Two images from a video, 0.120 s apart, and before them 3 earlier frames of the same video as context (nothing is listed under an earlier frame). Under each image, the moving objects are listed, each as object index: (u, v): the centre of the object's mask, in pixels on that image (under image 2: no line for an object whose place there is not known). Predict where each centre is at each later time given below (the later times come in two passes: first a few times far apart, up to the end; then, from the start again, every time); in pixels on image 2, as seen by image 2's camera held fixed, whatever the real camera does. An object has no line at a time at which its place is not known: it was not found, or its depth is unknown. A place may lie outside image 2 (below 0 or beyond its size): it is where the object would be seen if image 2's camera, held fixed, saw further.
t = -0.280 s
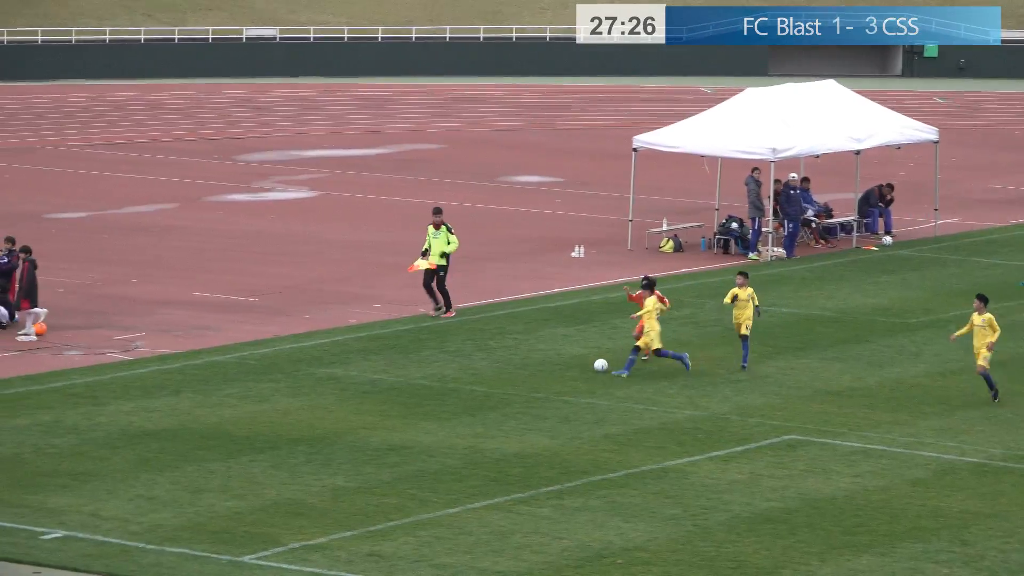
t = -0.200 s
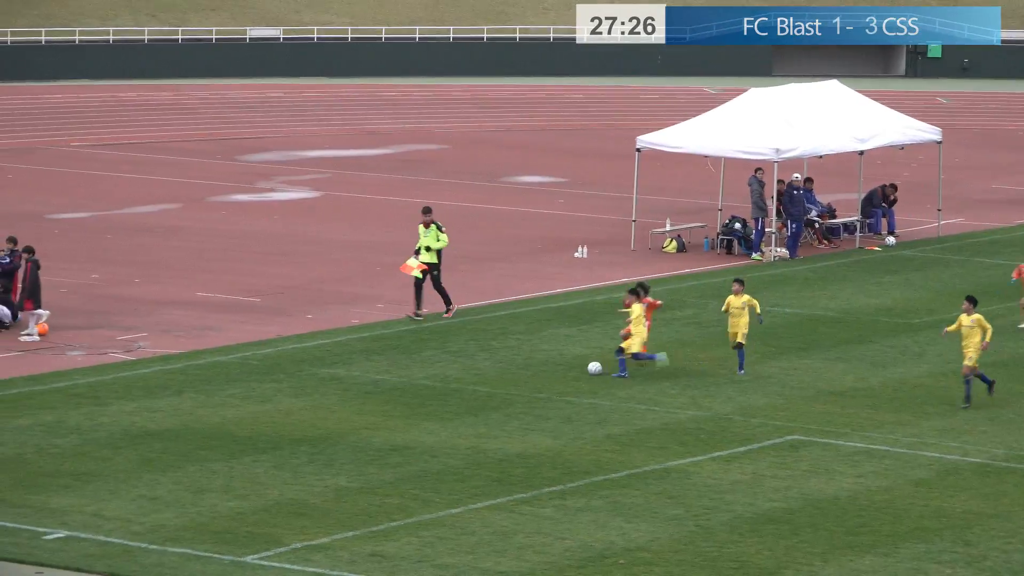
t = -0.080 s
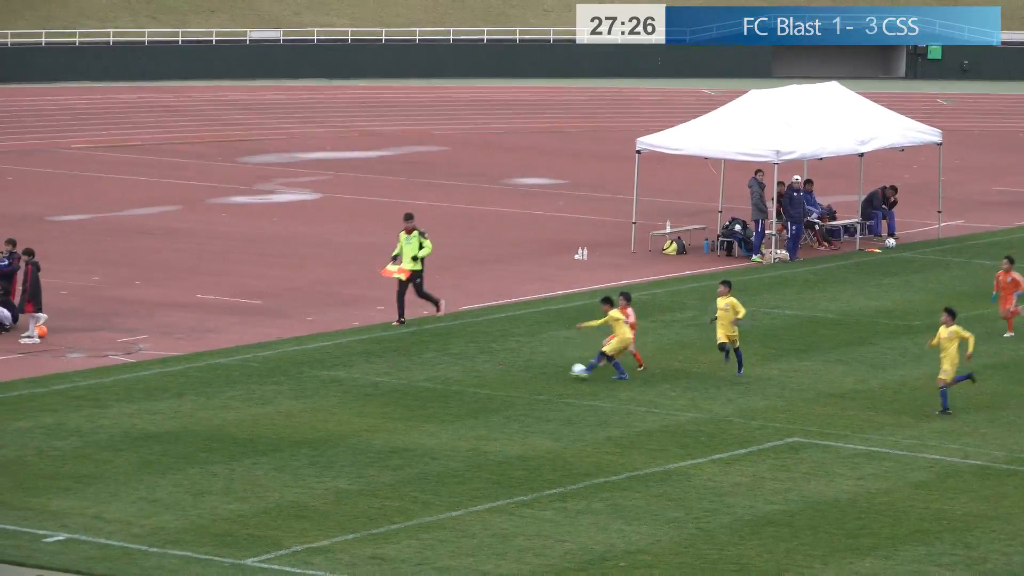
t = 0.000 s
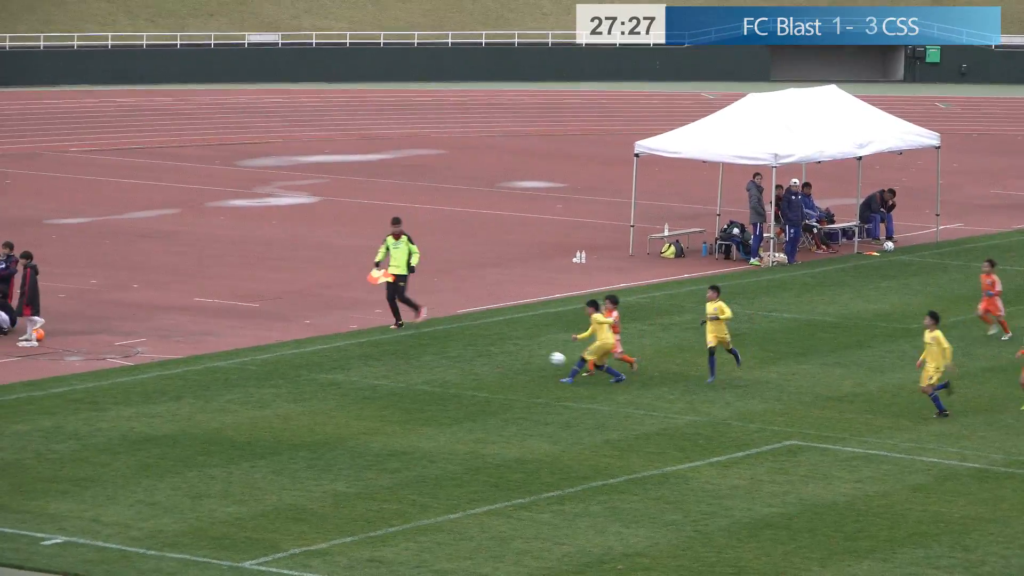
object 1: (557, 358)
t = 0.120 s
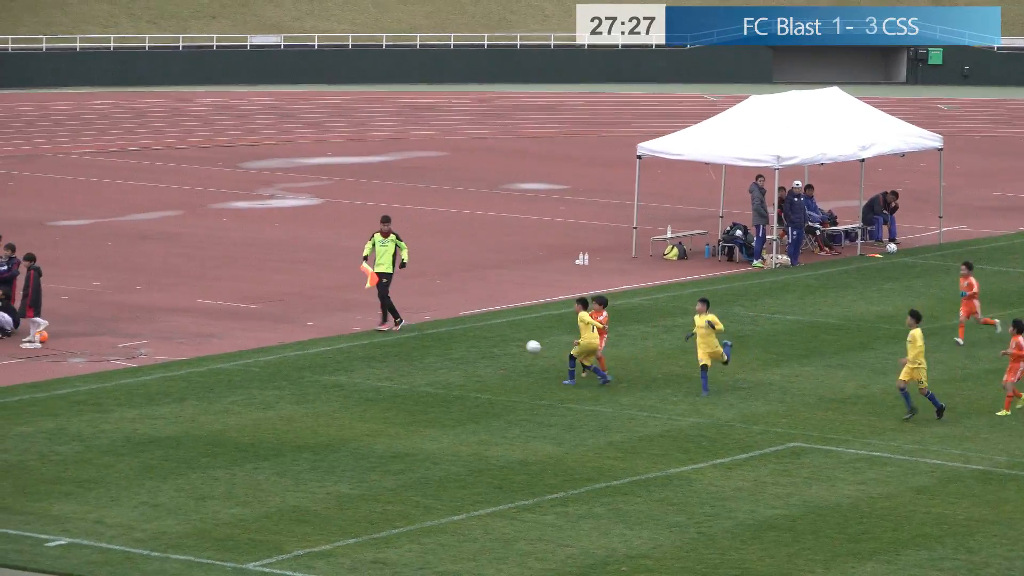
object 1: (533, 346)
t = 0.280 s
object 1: (501, 342)
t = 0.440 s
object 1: (475, 335)
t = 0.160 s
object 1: (525, 344)
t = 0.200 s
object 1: (517, 343)
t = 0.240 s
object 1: (509, 342)
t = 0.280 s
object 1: (501, 342)
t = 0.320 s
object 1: (494, 344)
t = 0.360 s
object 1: (487, 344)
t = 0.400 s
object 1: (480, 340)
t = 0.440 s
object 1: (475, 335)
